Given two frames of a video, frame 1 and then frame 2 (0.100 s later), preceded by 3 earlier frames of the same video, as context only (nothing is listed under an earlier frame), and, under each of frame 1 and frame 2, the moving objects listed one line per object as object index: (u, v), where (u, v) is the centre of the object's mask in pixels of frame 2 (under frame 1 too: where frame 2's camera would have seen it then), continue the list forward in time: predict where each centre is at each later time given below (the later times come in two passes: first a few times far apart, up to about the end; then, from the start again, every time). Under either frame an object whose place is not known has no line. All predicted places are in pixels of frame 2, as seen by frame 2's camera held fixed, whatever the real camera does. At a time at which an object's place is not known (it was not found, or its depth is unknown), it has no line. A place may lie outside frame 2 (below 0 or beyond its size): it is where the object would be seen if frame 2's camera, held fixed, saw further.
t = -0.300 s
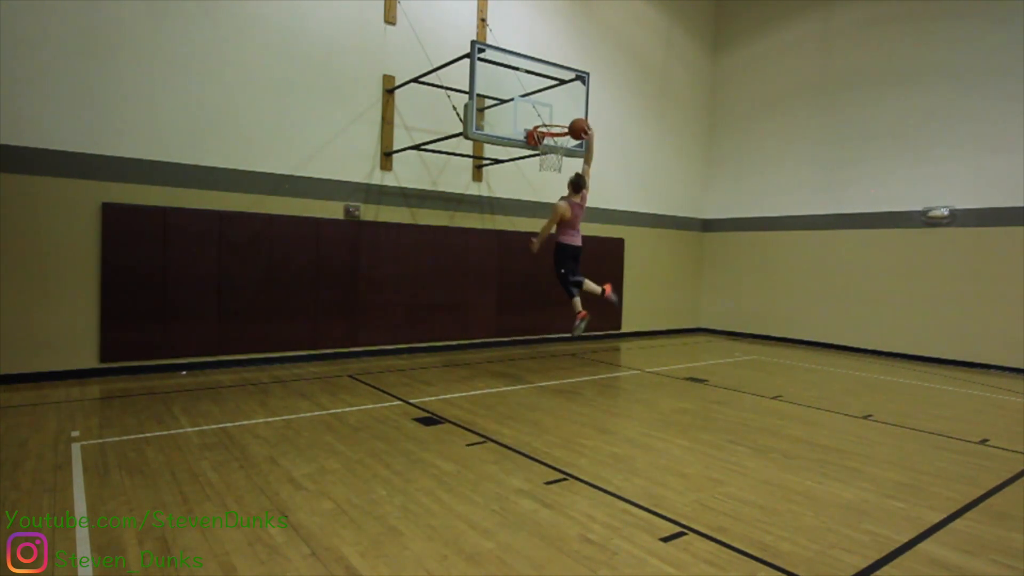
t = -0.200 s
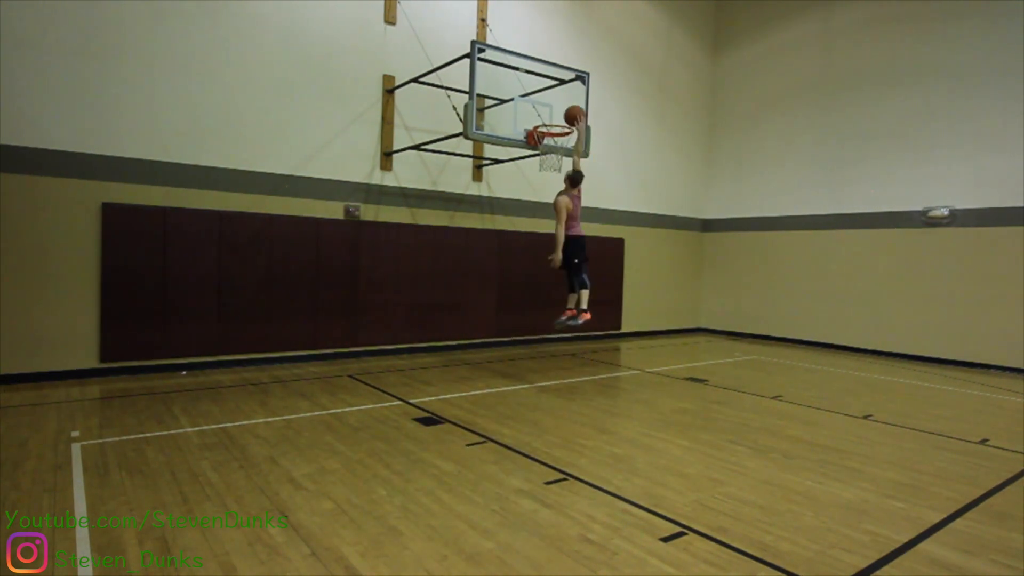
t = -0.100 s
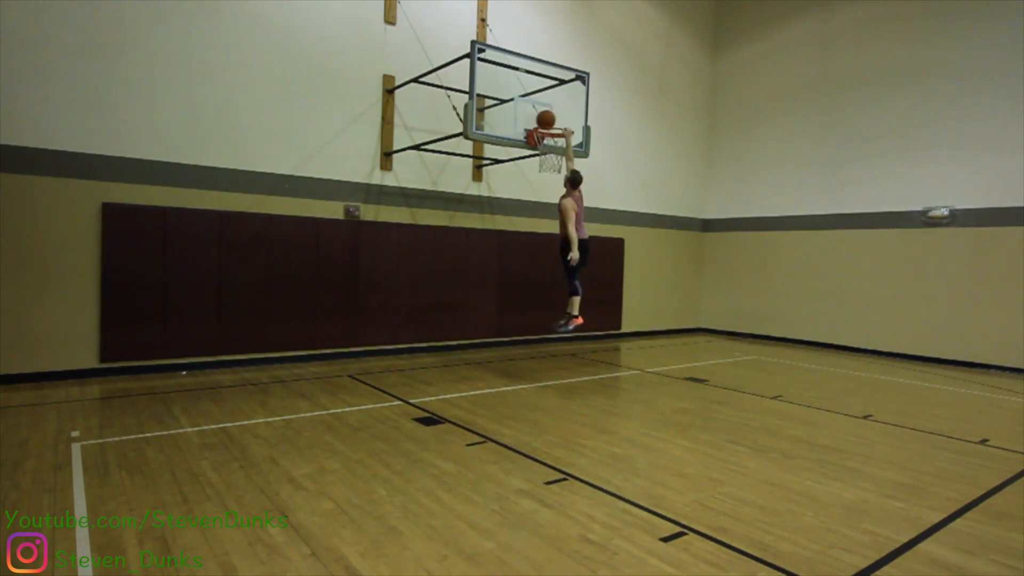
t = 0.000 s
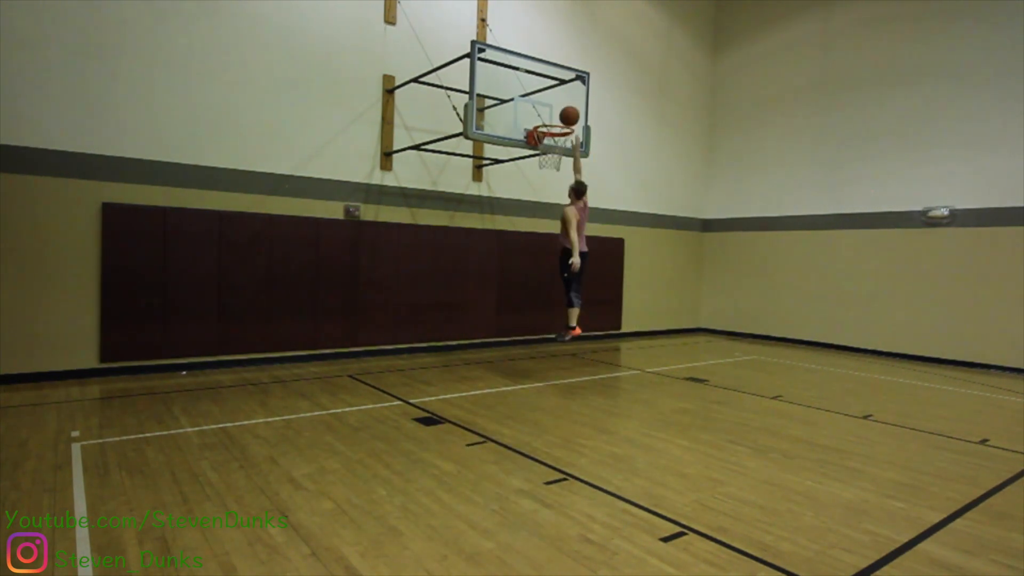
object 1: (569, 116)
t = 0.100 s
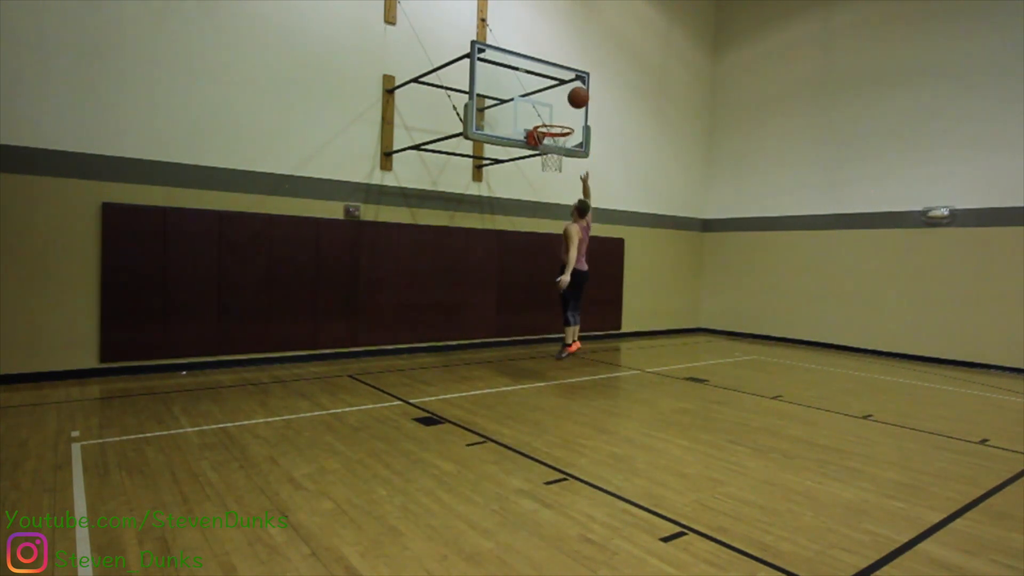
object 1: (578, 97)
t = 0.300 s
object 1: (599, 83)
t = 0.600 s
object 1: (637, 144)
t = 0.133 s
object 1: (582, 93)
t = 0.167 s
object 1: (585, 89)
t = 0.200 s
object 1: (588, 86)
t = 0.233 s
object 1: (592, 84)
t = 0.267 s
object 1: (595, 83)
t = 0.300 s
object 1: (599, 83)
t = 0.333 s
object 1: (603, 84)
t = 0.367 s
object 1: (606, 86)
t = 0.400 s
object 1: (611, 90)
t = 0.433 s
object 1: (615, 95)
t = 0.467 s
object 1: (619, 102)
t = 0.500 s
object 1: (623, 110)
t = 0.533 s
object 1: (628, 119)
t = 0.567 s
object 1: (632, 131)
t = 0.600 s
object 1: (637, 144)
